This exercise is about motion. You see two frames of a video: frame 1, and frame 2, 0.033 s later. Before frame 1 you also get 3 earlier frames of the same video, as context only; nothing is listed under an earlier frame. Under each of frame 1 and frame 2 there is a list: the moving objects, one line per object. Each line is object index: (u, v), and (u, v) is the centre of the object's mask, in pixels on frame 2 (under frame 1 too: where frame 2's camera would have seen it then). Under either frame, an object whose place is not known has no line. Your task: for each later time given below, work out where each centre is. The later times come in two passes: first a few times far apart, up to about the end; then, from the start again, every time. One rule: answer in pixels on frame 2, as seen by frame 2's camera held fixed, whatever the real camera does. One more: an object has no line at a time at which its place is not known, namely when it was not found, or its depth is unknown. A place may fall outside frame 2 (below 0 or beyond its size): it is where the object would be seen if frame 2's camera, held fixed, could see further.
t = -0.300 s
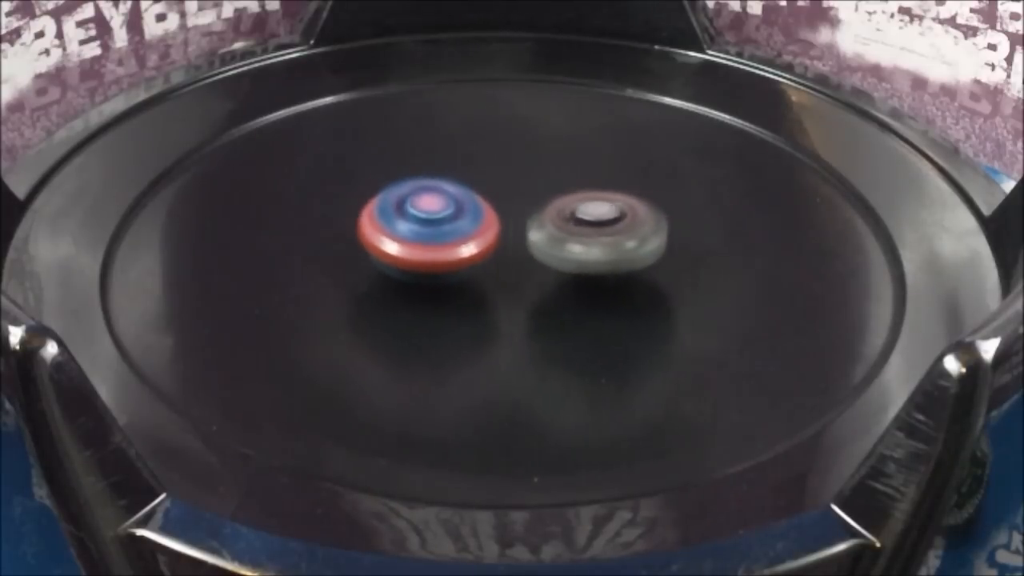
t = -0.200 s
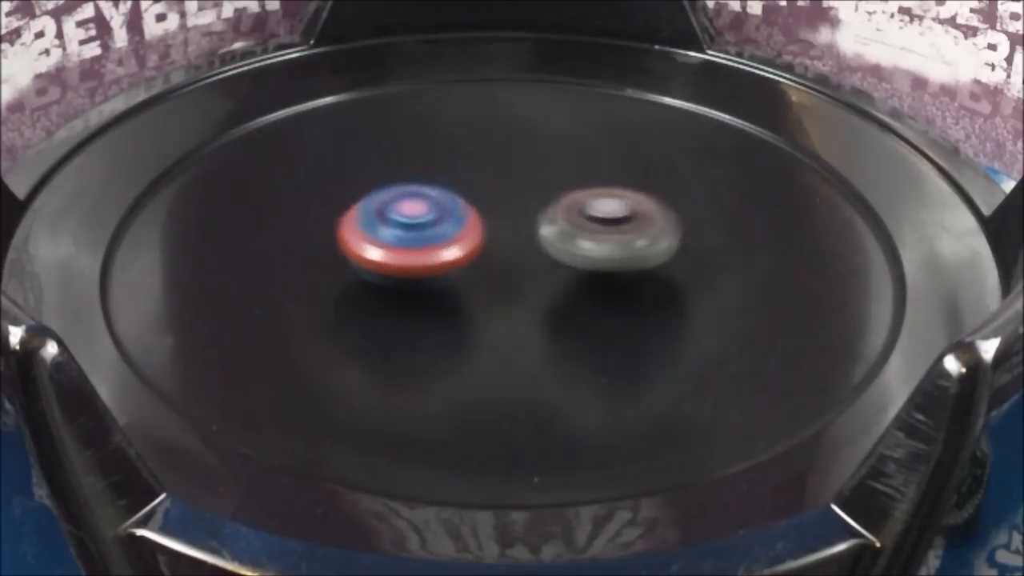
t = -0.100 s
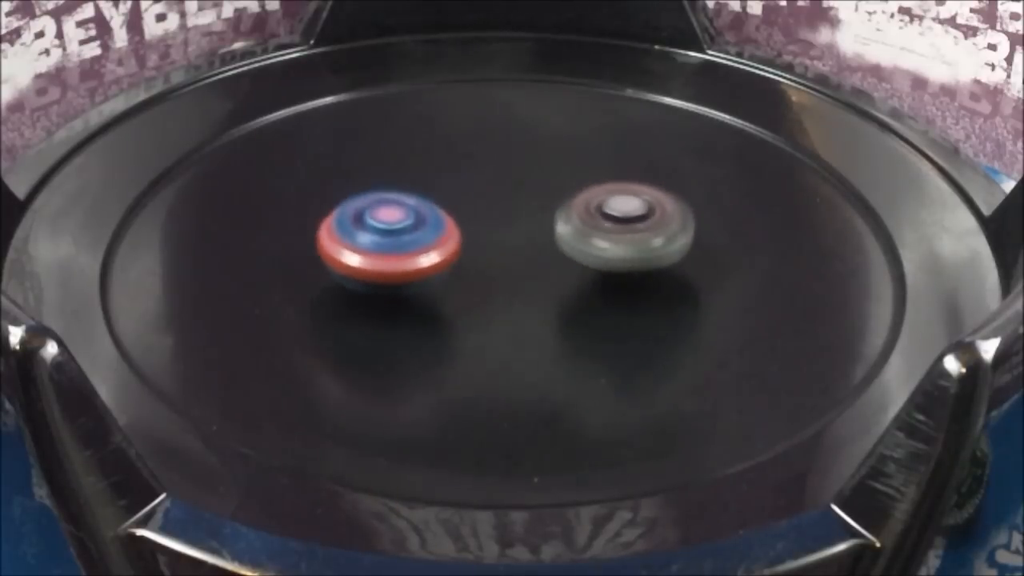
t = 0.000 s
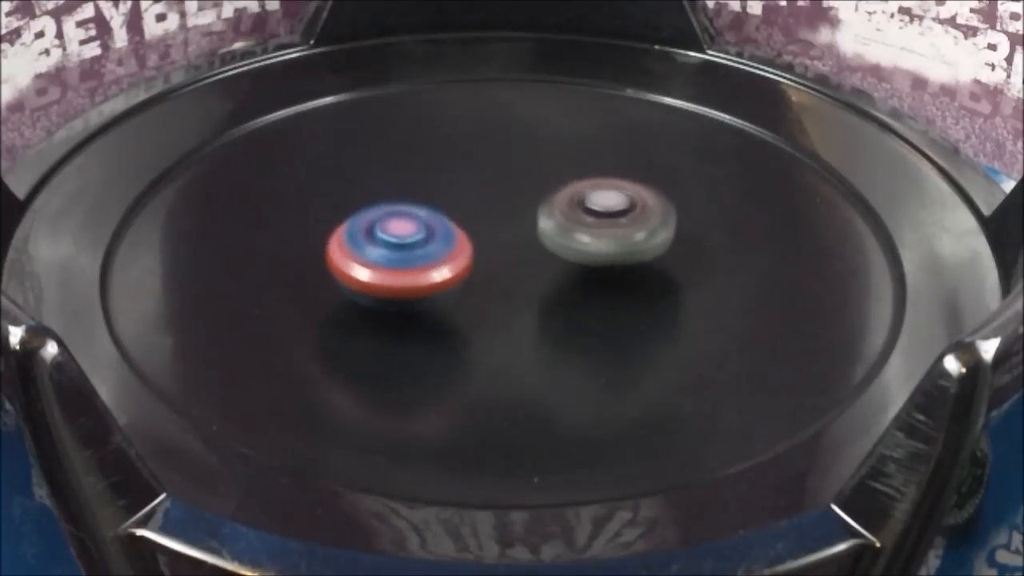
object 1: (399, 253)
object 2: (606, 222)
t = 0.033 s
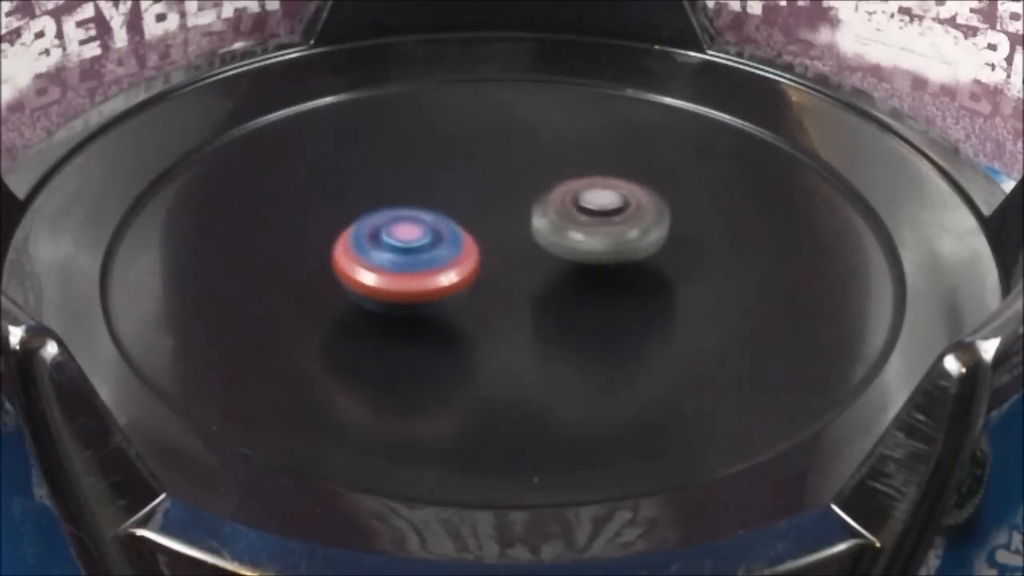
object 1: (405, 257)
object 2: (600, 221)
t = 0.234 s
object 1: (462, 274)
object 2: (562, 214)
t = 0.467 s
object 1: (416, 336)
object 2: (615, 125)
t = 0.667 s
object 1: (503, 344)
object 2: (557, 115)
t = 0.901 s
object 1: (567, 307)
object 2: (506, 135)
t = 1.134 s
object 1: (560, 250)
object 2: (464, 173)
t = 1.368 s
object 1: (553, 221)
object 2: (407, 199)
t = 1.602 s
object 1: (515, 198)
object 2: (376, 237)
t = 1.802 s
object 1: (480, 199)
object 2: (373, 261)
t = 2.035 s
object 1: (473, 210)
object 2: (369, 289)
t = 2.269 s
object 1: (479, 226)
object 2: (395, 301)
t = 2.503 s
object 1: (551, 200)
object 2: (374, 333)
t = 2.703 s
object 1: (549, 192)
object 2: (417, 336)
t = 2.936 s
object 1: (525, 209)
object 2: (470, 323)
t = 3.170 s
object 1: (501, 217)
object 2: (512, 318)
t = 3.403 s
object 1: (460, 227)
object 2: (583, 311)
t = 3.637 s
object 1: (328, 132)
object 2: (811, 354)
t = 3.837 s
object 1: (282, 154)
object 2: (783, 309)
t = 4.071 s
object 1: (306, 210)
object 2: (707, 282)
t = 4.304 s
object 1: (410, 265)
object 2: (631, 262)
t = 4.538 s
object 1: (231, 285)
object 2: (823, 144)
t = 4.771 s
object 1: (261, 319)
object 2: (631, 87)
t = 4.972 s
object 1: (364, 336)
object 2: (445, 114)
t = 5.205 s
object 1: (465, 319)
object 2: (372, 167)
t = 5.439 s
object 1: (538, 273)
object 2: (360, 195)
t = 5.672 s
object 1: (580, 221)
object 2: (367, 223)
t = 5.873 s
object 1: (594, 191)
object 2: (385, 250)
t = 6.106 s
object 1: (584, 181)
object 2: (414, 275)
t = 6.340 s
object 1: (544, 203)
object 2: (441, 291)
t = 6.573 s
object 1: (539, 185)
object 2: (394, 347)
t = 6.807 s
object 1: (500, 165)
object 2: (404, 370)
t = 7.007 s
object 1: (447, 179)
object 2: (440, 361)
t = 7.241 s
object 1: (407, 210)
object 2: (488, 335)
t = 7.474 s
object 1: (395, 246)
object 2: (557, 279)
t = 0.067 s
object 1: (412, 260)
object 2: (594, 219)
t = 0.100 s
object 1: (421, 264)
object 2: (587, 218)
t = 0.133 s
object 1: (431, 267)
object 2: (581, 217)
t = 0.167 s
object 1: (441, 270)
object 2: (574, 216)
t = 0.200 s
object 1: (451, 272)
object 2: (567, 215)
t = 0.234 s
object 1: (462, 274)
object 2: (562, 214)
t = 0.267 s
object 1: (458, 281)
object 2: (564, 207)
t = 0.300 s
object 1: (429, 298)
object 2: (595, 182)
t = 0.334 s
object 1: (408, 312)
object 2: (616, 161)
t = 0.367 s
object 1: (396, 320)
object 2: (628, 145)
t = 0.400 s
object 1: (396, 326)
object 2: (630, 135)
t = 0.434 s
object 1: (404, 332)
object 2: (624, 130)
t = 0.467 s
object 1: (416, 336)
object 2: (615, 125)
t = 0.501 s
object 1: (430, 340)
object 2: (605, 122)
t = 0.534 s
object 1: (445, 343)
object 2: (595, 118)
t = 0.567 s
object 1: (459, 345)
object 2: (585, 116)
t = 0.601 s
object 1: (475, 346)
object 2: (575, 115)
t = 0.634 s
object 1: (489, 346)
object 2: (566, 114)
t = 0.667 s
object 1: (503, 344)
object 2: (557, 115)
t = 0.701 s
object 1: (517, 341)
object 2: (549, 116)
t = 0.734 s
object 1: (529, 338)
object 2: (541, 118)
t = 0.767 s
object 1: (539, 333)
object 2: (534, 120)
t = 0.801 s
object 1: (549, 327)
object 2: (526, 124)
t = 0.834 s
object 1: (556, 321)
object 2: (519, 127)
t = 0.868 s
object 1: (562, 314)
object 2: (512, 131)
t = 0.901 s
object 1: (567, 307)
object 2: (506, 135)
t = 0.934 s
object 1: (570, 299)
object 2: (499, 140)
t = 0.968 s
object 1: (571, 291)
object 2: (492, 145)
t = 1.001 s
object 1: (571, 282)
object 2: (486, 150)
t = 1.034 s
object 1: (570, 274)
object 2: (480, 155)
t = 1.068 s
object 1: (568, 266)
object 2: (474, 161)
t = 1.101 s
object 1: (564, 258)
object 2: (469, 167)
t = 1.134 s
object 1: (560, 250)
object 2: (464, 173)
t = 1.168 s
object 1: (555, 243)
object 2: (459, 179)
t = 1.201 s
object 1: (556, 239)
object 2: (450, 182)
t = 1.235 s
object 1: (561, 239)
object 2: (435, 180)
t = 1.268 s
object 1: (561, 236)
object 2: (426, 183)
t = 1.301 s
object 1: (560, 232)
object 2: (419, 188)
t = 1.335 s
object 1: (556, 227)
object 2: (413, 193)
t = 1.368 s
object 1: (553, 221)
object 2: (407, 199)
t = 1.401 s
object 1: (548, 217)
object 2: (401, 204)
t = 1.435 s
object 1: (544, 213)
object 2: (395, 210)
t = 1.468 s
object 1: (539, 209)
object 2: (390, 215)
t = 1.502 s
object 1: (533, 205)
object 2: (386, 221)
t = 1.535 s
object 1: (527, 202)
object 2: (382, 226)
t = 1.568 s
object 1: (521, 200)
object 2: (378, 232)
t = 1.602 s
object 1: (515, 198)
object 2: (376, 237)
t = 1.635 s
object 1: (508, 197)
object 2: (374, 242)
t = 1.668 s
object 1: (502, 196)
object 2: (373, 246)
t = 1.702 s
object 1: (496, 196)
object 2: (372, 251)
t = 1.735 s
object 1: (490, 197)
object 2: (372, 255)
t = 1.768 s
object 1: (484, 198)
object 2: (372, 258)
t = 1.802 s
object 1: (480, 199)
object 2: (373, 261)
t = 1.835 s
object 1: (475, 201)
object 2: (374, 264)
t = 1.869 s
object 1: (471, 203)
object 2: (375, 267)
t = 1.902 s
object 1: (467, 206)
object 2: (377, 270)
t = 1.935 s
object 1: (465, 208)
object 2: (380, 272)
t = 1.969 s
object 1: (465, 210)
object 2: (377, 277)
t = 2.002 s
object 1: (470, 210)
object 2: (370, 285)
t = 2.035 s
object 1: (473, 210)
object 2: (369, 289)
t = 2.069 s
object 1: (474, 212)
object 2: (371, 291)
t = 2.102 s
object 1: (474, 214)
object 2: (374, 294)
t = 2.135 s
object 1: (475, 216)
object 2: (378, 296)
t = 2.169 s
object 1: (475, 218)
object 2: (381, 297)
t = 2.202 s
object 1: (476, 221)
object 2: (386, 299)
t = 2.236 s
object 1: (477, 223)
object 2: (390, 300)
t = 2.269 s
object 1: (479, 226)
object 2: (395, 301)
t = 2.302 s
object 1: (482, 229)
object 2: (401, 302)
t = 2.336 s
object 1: (485, 231)
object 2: (406, 302)
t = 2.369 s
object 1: (489, 234)
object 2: (412, 302)
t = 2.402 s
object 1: (501, 231)
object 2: (399, 312)
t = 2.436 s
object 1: (523, 217)
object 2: (381, 324)
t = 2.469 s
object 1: (540, 207)
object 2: (373, 331)
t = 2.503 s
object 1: (551, 200)
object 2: (374, 333)
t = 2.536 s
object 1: (555, 197)
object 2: (380, 335)
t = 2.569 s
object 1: (556, 195)
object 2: (387, 336)
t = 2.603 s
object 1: (556, 193)
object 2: (394, 337)
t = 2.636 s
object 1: (554, 192)
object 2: (402, 337)
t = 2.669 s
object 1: (552, 192)
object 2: (409, 337)
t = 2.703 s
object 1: (549, 192)
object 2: (417, 336)
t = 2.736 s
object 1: (546, 193)
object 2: (425, 336)
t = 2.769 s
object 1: (543, 194)
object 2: (433, 335)
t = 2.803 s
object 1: (540, 197)
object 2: (441, 333)
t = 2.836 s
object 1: (536, 199)
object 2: (448, 331)
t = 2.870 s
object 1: (533, 202)
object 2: (456, 329)
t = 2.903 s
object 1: (529, 205)
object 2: (463, 326)
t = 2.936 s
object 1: (525, 209)
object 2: (470, 323)
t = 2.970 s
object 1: (521, 213)
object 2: (477, 319)
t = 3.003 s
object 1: (517, 218)
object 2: (484, 316)
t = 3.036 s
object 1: (513, 220)
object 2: (492, 312)
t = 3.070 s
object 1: (510, 223)
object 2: (499, 309)
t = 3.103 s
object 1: (507, 223)
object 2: (504, 312)
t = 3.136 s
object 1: (504, 220)
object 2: (507, 318)
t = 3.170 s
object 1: (501, 217)
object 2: (512, 318)
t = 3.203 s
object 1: (497, 218)
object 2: (520, 316)
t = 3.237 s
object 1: (492, 219)
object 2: (528, 313)
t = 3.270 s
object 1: (486, 222)
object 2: (536, 310)
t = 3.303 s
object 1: (481, 225)
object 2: (544, 307)
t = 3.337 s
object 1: (475, 228)
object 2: (551, 304)
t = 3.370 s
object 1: (470, 231)
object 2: (558, 300)
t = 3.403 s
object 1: (460, 227)
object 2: (583, 311)
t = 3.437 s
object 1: (428, 198)
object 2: (636, 340)
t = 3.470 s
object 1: (402, 172)
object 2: (681, 357)
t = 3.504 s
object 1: (382, 153)
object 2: (724, 368)
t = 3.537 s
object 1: (366, 138)
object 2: (762, 373)
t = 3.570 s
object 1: (353, 132)
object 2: (791, 371)
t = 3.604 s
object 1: (340, 131)
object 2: (807, 364)
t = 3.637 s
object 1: (328, 132)
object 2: (811, 354)
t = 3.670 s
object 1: (316, 134)
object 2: (813, 344)
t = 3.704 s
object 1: (306, 137)
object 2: (812, 336)
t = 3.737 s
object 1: (298, 140)
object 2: (807, 328)
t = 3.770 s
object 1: (290, 144)
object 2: (801, 321)
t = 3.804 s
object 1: (285, 148)
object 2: (793, 314)
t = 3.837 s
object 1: (282, 154)
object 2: (783, 309)
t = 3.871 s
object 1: (280, 160)
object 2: (772, 304)
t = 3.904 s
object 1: (279, 167)
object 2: (760, 300)
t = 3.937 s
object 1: (281, 175)
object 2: (748, 296)
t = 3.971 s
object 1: (285, 183)
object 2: (737, 293)
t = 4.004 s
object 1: (290, 192)
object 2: (727, 289)
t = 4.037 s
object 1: (298, 201)
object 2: (717, 285)
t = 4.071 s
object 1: (306, 210)
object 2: (707, 282)
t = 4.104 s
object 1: (317, 219)
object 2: (696, 279)
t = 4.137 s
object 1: (329, 227)
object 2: (686, 277)
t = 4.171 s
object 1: (343, 236)
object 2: (676, 274)
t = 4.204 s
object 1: (358, 244)
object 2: (665, 271)
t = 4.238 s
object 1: (374, 252)
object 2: (654, 268)
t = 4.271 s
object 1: (392, 259)
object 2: (642, 265)
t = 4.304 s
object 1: (410, 265)
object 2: (631, 262)
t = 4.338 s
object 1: (429, 271)
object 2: (619, 258)
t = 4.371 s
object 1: (448, 276)
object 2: (607, 254)
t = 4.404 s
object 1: (425, 281)
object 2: (634, 242)
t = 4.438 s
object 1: (359, 286)
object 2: (705, 219)
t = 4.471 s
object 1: (304, 286)
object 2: (761, 193)
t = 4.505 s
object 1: (261, 286)
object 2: (796, 167)
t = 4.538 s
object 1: (231, 285)
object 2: (823, 144)
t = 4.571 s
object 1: (214, 285)
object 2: (823, 122)
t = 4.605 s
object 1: (208, 288)
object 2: (809, 114)
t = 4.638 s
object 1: (211, 292)
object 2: (786, 104)
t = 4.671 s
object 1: (220, 299)
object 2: (754, 96)
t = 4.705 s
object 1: (232, 306)
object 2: (714, 94)
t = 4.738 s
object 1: (245, 313)
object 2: (671, 88)
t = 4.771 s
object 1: (261, 319)
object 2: (631, 87)
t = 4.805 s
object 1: (277, 324)
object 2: (591, 88)
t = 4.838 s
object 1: (294, 328)
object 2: (558, 90)
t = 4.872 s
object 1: (311, 332)
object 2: (524, 94)
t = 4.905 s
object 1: (328, 334)
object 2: (494, 100)
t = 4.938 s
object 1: (346, 336)
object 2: (467, 107)
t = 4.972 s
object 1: (364, 336)
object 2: (445, 114)
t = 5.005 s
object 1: (381, 336)
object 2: (427, 122)
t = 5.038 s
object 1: (398, 335)
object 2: (409, 130)
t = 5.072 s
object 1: (413, 333)
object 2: (396, 138)
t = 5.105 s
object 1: (427, 331)
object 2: (386, 147)
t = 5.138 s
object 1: (441, 327)
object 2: (379, 155)
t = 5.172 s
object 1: (453, 323)
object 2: (376, 161)
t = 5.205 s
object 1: (465, 319)
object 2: (372, 167)
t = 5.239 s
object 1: (476, 314)
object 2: (369, 172)
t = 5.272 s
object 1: (488, 308)
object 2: (366, 176)
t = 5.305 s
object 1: (499, 302)
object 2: (363, 180)
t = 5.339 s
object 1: (509, 295)
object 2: (362, 183)
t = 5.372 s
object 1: (519, 288)
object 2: (360, 187)
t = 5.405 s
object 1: (529, 280)
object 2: (360, 191)
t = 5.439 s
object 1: (538, 273)
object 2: (360, 195)
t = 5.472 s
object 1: (546, 265)
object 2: (360, 198)
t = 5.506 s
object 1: (554, 257)
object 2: (360, 202)
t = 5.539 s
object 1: (560, 249)
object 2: (361, 206)
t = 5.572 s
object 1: (566, 242)
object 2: (362, 210)
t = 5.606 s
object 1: (571, 234)
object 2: (363, 214)
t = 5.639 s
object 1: (576, 227)
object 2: (365, 218)
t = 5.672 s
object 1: (580, 221)
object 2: (367, 223)
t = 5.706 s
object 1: (583, 215)
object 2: (369, 227)
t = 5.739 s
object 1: (587, 209)
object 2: (372, 232)
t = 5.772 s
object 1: (590, 204)
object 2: (374, 236)
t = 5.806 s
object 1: (592, 199)
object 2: (378, 241)
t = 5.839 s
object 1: (593, 195)
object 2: (381, 245)
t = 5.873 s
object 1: (594, 191)
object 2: (385, 250)
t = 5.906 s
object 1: (595, 188)
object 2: (389, 253)
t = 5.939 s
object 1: (595, 185)
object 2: (392, 257)
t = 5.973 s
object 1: (594, 183)
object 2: (397, 261)
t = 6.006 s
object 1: (593, 182)
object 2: (401, 265)
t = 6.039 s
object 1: (591, 181)
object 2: (405, 268)
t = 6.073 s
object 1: (588, 180)
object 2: (409, 272)
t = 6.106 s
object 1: (584, 181)
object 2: (414, 275)
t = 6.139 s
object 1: (580, 183)
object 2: (418, 278)
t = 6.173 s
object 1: (575, 185)
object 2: (422, 281)
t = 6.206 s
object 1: (569, 187)
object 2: (426, 284)
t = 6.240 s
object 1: (563, 191)
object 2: (429, 286)
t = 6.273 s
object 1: (557, 195)
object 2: (433, 288)
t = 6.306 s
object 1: (550, 199)
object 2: (437, 289)
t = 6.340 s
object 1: (544, 203)
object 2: (441, 291)
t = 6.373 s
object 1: (537, 208)
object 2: (444, 292)
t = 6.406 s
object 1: (530, 212)
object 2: (448, 293)
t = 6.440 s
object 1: (524, 215)
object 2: (452, 294)
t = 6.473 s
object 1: (517, 219)
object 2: (455, 296)
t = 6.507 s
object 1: (514, 220)
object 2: (446, 305)
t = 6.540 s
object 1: (527, 202)
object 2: (418, 328)
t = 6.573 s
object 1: (539, 185)
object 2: (394, 347)
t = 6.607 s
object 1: (544, 173)
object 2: (381, 357)
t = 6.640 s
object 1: (545, 169)
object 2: (380, 362)
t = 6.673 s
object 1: (540, 166)
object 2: (384, 365)
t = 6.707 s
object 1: (530, 166)
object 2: (389, 368)
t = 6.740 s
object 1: (520, 164)
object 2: (394, 369)
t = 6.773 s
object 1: (510, 165)
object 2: (399, 370)
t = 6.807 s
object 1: (500, 165)
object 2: (404, 370)
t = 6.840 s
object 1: (490, 167)
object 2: (410, 369)
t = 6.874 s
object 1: (481, 168)
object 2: (416, 368)
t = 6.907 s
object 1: (472, 170)
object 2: (422, 367)
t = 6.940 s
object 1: (463, 173)
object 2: (428, 365)
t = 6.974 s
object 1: (455, 176)
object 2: (434, 363)
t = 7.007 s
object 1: (447, 179)
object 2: (440, 361)
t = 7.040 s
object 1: (440, 182)
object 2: (446, 358)
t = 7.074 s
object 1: (433, 186)
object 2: (453, 356)
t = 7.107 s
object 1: (427, 191)
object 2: (460, 352)
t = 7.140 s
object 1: (421, 195)
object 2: (466, 348)
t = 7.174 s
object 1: (415, 200)
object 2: (473, 344)
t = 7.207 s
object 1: (411, 205)
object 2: (480, 340)
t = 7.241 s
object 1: (407, 210)
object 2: (488, 335)
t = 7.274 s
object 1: (403, 215)
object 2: (496, 330)
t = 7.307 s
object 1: (400, 220)
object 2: (505, 323)
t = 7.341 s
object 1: (398, 225)
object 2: (514, 316)
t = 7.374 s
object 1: (396, 230)
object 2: (524, 308)
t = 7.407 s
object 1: (395, 235)
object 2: (534, 299)
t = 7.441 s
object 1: (394, 240)
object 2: (546, 289)
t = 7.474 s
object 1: (395, 246)
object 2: (557, 279)
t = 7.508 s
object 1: (396, 251)
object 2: (569, 269)
